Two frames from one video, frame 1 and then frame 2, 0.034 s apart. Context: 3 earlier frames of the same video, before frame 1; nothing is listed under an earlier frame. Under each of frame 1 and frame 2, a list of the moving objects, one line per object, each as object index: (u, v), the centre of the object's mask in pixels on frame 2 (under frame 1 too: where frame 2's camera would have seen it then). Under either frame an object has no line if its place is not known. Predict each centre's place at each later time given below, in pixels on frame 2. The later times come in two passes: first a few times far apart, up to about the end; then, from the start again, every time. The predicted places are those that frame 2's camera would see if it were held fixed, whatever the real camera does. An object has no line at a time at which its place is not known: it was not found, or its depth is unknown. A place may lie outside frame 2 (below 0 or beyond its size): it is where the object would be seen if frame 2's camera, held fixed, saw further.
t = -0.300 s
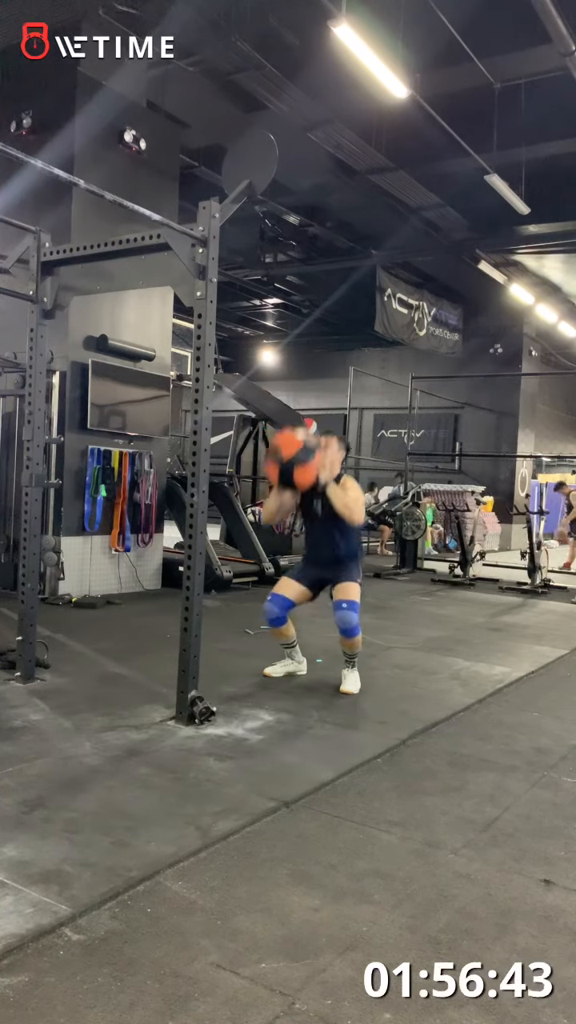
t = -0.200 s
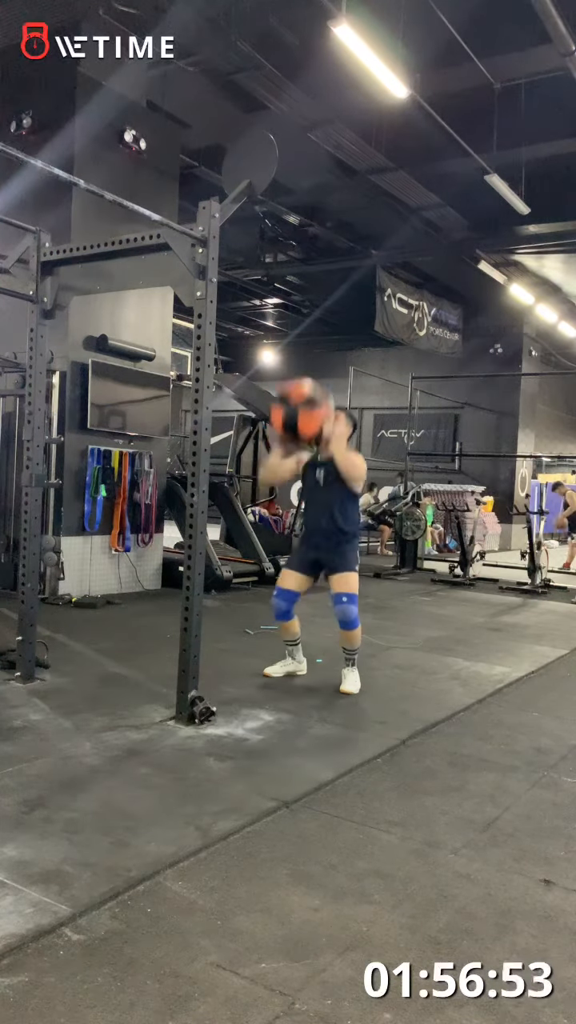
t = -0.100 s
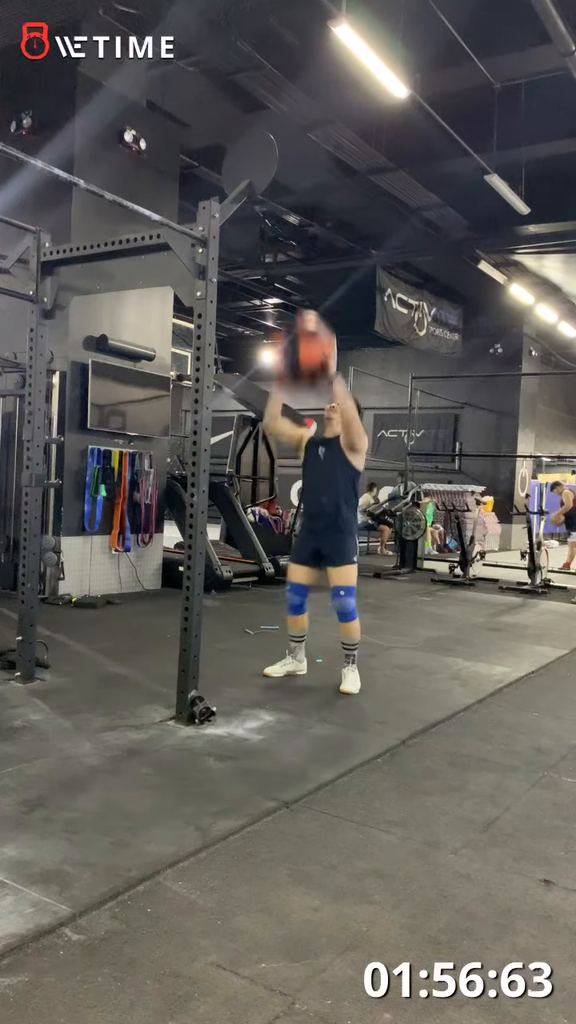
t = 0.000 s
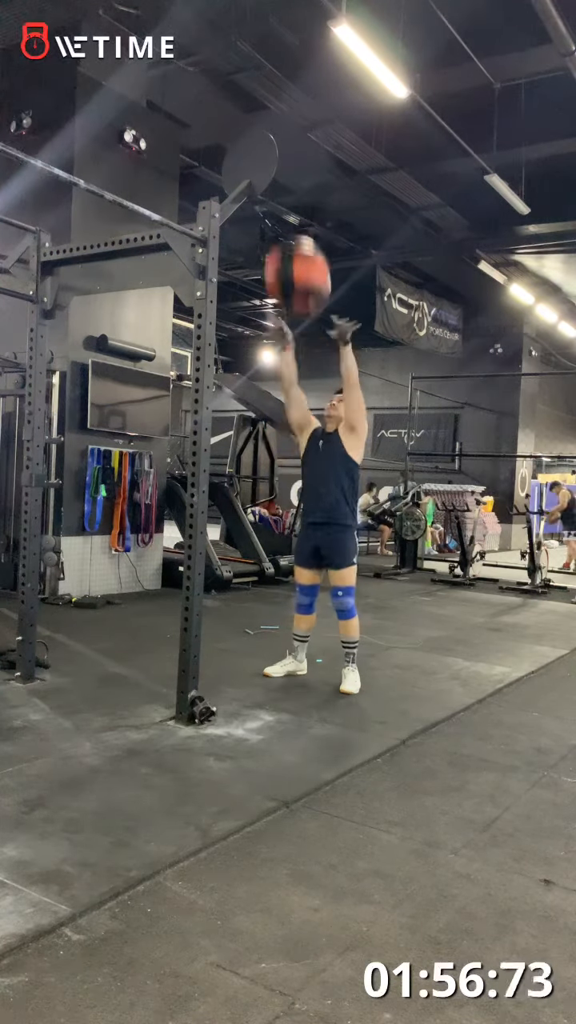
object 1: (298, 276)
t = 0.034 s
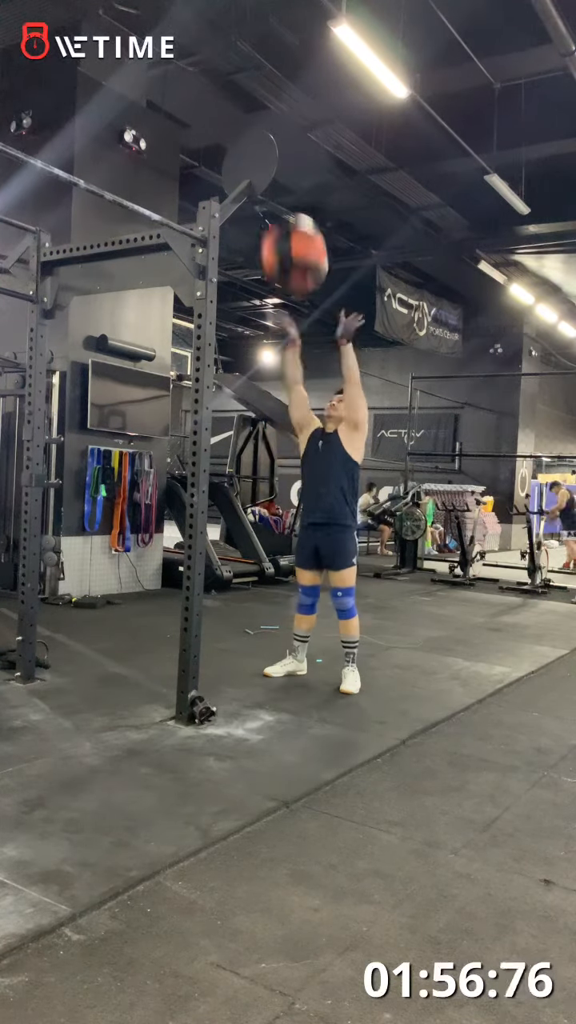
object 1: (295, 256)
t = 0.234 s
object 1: (287, 167)
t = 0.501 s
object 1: (294, 205)
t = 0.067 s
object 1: (291, 235)
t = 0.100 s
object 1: (288, 216)
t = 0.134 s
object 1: (288, 203)
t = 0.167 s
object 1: (288, 191)
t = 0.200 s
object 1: (287, 177)
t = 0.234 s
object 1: (287, 167)
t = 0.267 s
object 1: (287, 161)
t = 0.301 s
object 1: (288, 161)
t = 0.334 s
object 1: (290, 164)
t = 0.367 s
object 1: (292, 169)
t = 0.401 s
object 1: (292, 175)
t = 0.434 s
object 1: (293, 183)
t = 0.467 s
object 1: (294, 193)
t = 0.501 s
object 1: (294, 205)
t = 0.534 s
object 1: (296, 217)
